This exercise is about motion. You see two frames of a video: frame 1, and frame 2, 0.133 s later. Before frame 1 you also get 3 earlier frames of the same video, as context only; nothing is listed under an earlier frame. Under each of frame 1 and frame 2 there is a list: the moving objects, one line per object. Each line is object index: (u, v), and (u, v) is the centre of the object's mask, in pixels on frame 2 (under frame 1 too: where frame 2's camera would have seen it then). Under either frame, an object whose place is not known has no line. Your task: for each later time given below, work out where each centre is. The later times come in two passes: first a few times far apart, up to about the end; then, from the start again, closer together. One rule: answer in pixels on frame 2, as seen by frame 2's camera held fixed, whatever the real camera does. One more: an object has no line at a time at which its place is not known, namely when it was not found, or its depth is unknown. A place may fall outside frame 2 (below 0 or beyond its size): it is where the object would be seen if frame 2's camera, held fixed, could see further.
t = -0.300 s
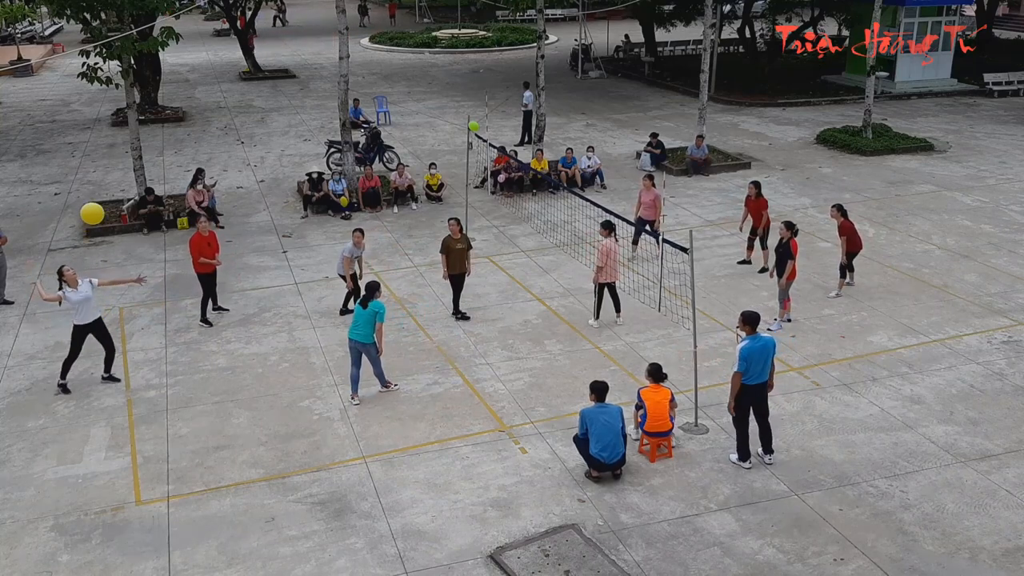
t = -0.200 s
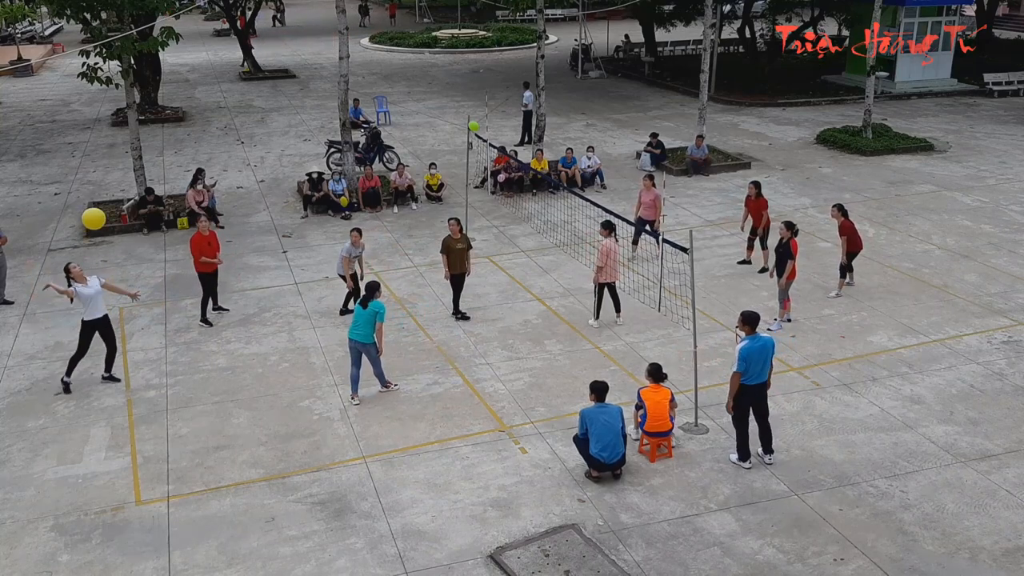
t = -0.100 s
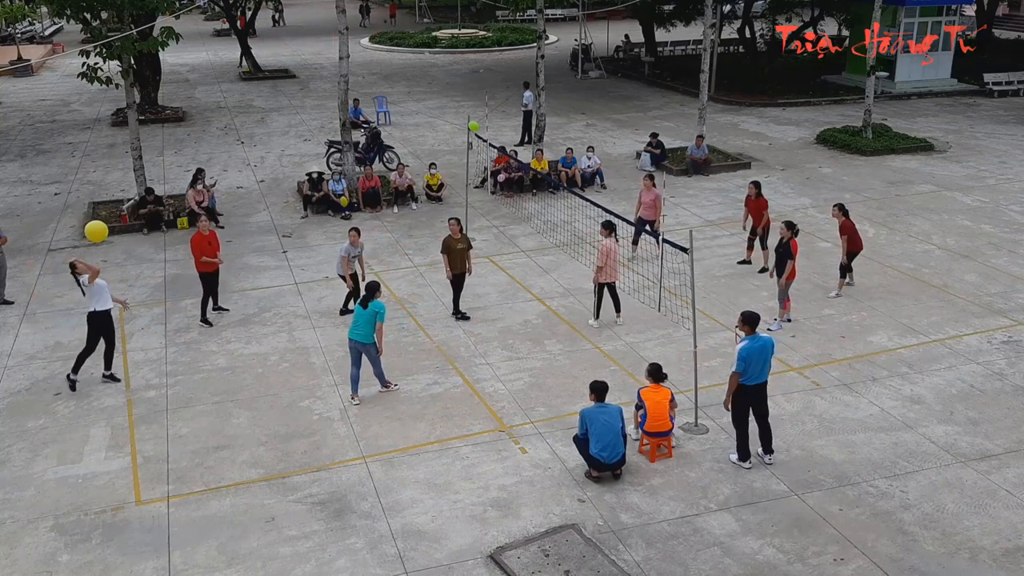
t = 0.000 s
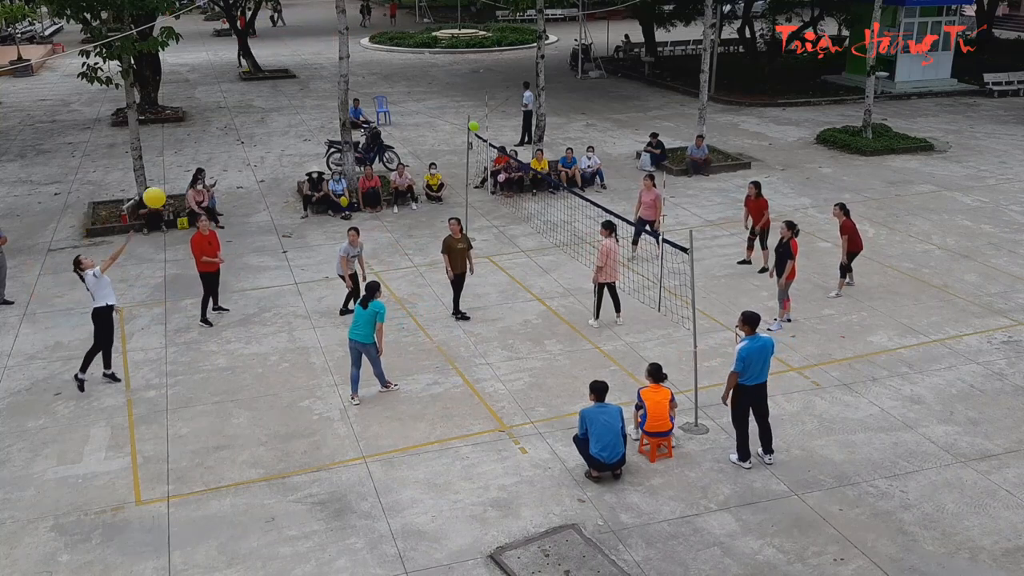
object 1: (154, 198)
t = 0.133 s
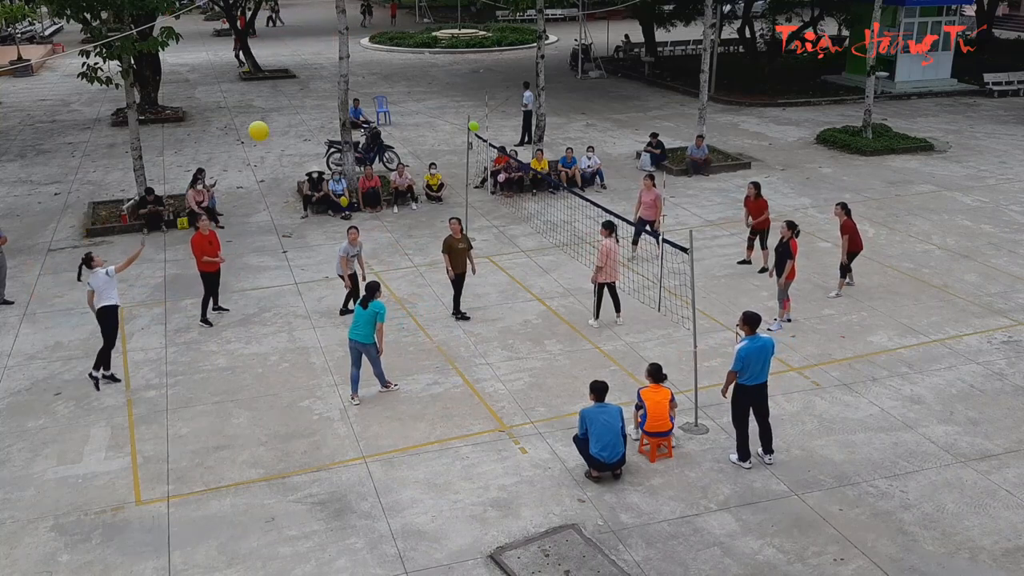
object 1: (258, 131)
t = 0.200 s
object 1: (306, 107)
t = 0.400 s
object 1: (429, 65)
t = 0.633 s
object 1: (540, 56)
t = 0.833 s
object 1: (614, 74)
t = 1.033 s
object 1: (672, 111)
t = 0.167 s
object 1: (283, 118)
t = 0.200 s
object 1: (306, 107)
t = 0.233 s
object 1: (329, 97)
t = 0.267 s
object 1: (350, 89)
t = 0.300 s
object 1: (371, 81)
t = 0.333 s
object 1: (391, 75)
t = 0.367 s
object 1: (410, 69)
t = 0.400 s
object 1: (429, 65)
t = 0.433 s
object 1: (446, 61)
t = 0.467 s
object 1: (464, 58)
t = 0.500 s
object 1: (480, 56)
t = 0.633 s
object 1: (540, 56)
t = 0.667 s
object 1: (554, 57)
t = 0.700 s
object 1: (567, 59)
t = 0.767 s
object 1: (592, 66)
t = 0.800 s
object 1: (603, 69)
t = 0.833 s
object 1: (614, 74)
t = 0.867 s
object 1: (625, 79)
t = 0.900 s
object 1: (635, 85)
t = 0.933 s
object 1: (645, 91)
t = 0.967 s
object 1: (654, 97)
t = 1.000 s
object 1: (663, 104)
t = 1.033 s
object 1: (672, 111)
